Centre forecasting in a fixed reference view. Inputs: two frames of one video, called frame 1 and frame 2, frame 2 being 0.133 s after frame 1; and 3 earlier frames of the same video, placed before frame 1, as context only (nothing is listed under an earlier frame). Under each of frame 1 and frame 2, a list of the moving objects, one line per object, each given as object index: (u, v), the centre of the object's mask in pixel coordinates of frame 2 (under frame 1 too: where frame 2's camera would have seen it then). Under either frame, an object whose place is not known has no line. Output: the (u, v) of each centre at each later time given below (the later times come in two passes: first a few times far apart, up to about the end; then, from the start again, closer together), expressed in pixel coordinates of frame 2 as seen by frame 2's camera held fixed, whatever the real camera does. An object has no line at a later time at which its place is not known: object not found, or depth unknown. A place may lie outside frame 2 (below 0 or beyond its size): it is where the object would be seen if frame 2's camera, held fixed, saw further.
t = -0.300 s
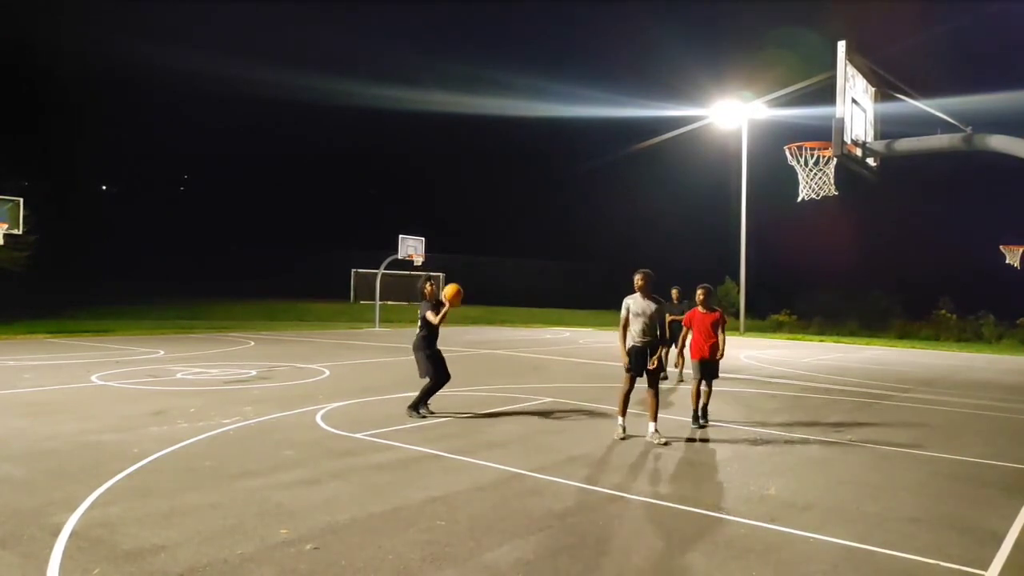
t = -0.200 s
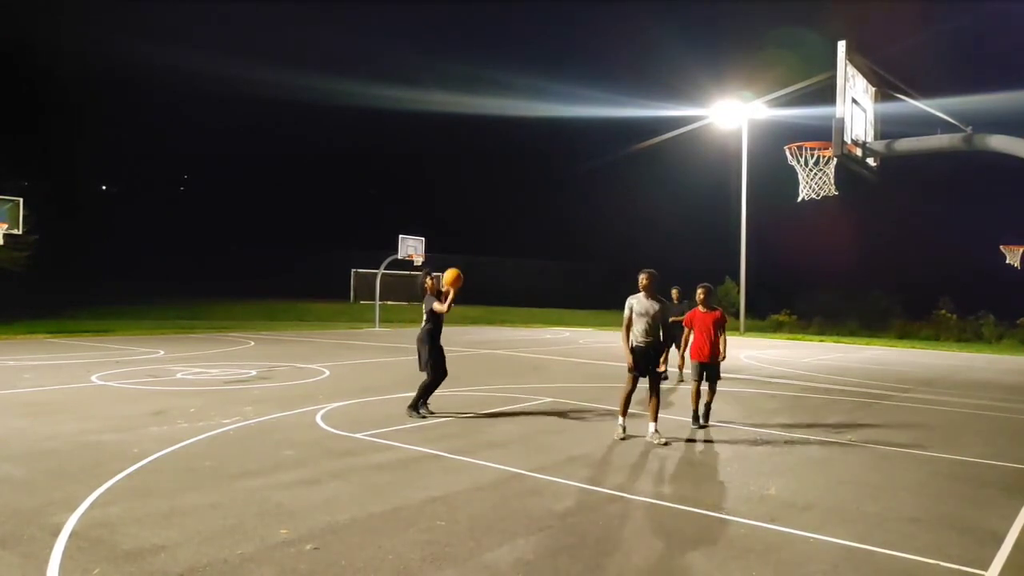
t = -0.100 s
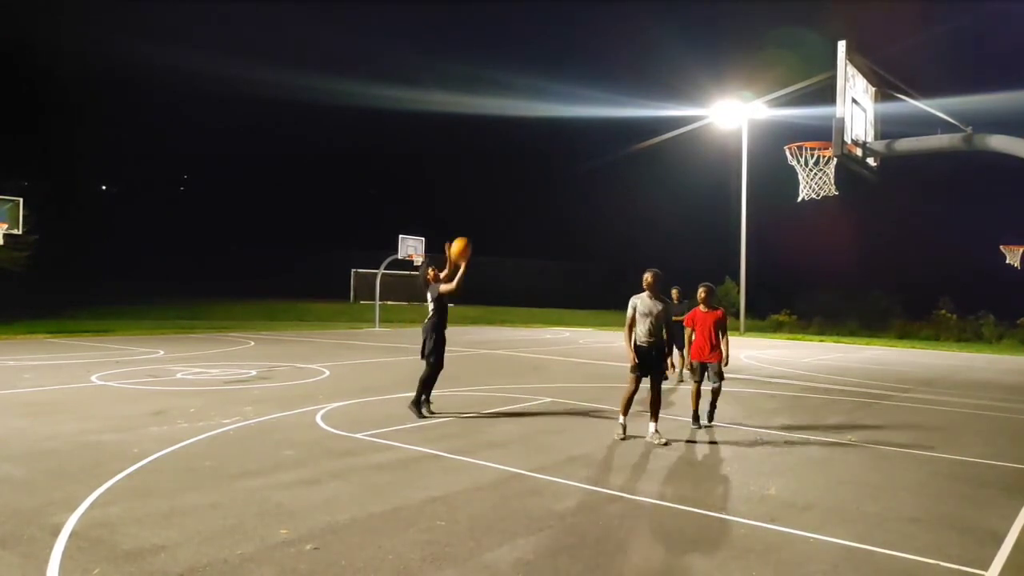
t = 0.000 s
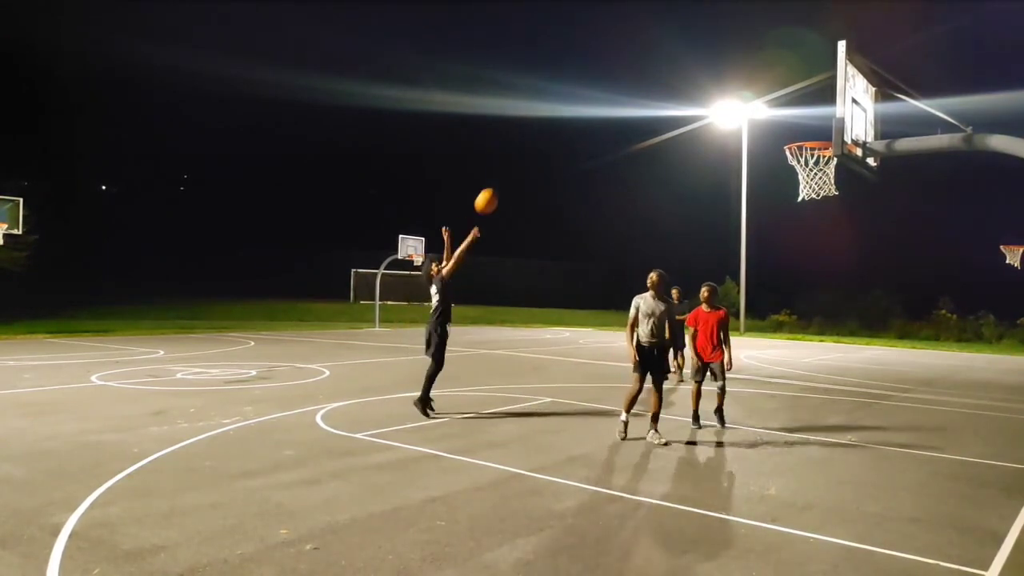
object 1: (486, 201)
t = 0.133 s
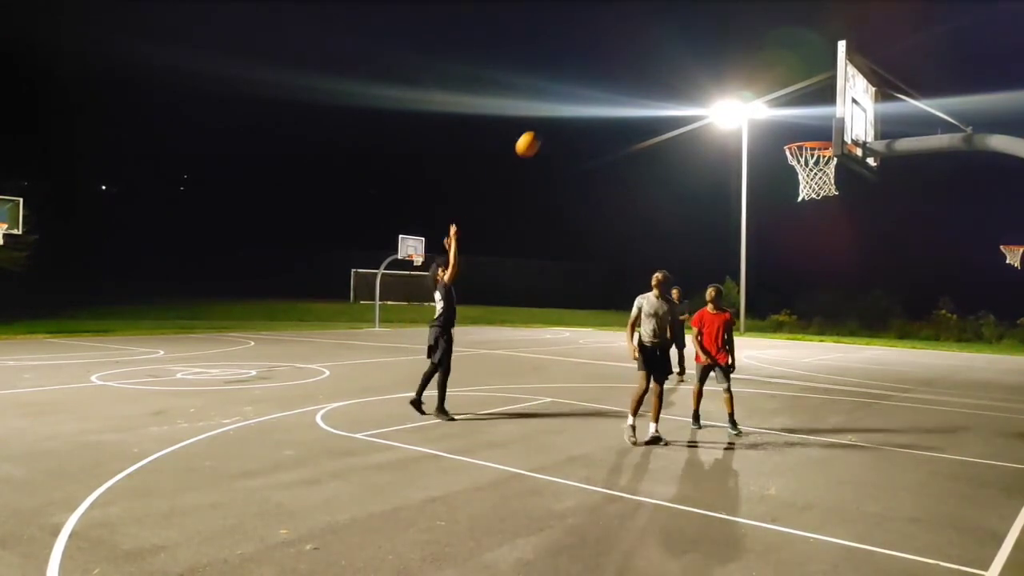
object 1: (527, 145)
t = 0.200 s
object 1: (548, 121)
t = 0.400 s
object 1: (616, 68)
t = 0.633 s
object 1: (703, 50)
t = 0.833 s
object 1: (784, 75)
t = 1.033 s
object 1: (816, 130)
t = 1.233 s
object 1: (741, 143)
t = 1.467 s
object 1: (670, 200)
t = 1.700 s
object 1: (608, 295)
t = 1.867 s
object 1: (571, 382)
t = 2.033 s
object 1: (540, 364)
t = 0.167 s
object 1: (537, 133)
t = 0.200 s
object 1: (548, 121)
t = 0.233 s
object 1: (557, 109)
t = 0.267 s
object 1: (568, 97)
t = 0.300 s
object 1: (579, 89)
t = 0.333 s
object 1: (592, 81)
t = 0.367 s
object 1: (604, 74)
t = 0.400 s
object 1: (616, 68)
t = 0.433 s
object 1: (628, 62)
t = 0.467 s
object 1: (640, 58)
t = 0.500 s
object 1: (652, 54)
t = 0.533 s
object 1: (665, 51)
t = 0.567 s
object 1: (678, 49)
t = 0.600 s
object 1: (690, 49)
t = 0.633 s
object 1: (703, 50)
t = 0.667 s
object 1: (716, 50)
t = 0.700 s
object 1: (729, 52)
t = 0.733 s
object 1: (742, 56)
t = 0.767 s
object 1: (755, 61)
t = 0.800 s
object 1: (771, 68)
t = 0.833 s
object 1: (784, 75)
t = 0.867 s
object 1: (801, 84)
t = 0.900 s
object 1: (817, 94)
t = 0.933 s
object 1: (826, 104)
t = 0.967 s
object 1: (829, 123)
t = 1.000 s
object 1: (824, 130)
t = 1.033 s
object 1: (816, 130)
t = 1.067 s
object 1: (802, 130)
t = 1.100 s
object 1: (791, 130)
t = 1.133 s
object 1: (779, 131)
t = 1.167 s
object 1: (766, 133)
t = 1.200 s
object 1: (755, 135)
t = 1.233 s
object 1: (741, 143)
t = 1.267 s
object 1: (730, 148)
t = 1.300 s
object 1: (717, 154)
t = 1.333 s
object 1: (706, 161)
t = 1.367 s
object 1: (698, 170)
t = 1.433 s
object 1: (679, 189)
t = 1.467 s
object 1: (670, 200)
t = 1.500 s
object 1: (659, 212)
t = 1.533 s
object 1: (650, 224)
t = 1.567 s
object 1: (642, 237)
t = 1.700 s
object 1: (608, 295)
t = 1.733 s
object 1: (600, 310)
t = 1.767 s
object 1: (593, 326)
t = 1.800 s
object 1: (585, 346)
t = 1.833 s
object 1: (578, 364)
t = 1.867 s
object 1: (571, 382)
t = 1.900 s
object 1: (563, 401)
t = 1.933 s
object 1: (557, 407)
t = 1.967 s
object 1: (552, 391)
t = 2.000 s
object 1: (546, 376)
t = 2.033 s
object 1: (540, 364)
